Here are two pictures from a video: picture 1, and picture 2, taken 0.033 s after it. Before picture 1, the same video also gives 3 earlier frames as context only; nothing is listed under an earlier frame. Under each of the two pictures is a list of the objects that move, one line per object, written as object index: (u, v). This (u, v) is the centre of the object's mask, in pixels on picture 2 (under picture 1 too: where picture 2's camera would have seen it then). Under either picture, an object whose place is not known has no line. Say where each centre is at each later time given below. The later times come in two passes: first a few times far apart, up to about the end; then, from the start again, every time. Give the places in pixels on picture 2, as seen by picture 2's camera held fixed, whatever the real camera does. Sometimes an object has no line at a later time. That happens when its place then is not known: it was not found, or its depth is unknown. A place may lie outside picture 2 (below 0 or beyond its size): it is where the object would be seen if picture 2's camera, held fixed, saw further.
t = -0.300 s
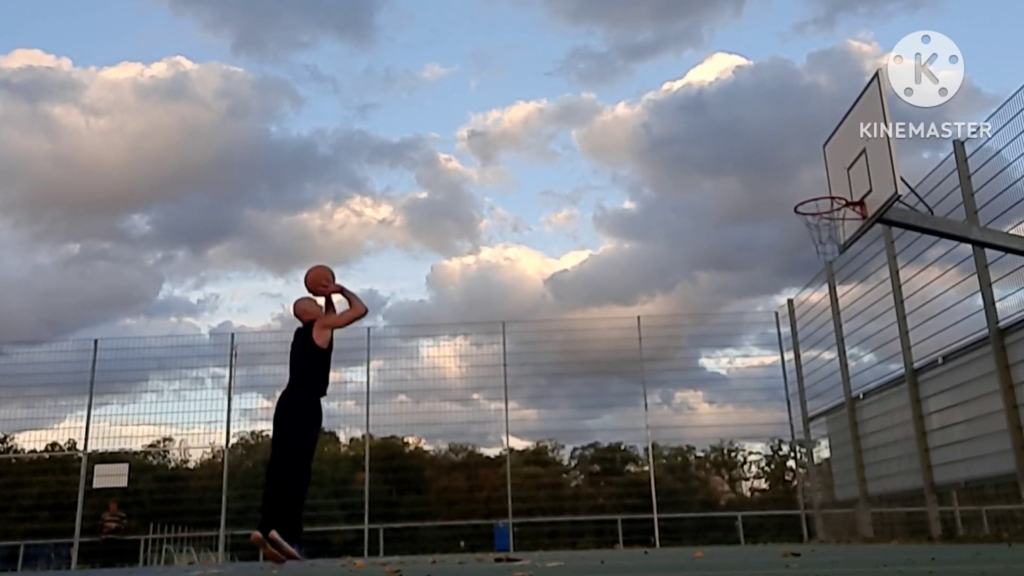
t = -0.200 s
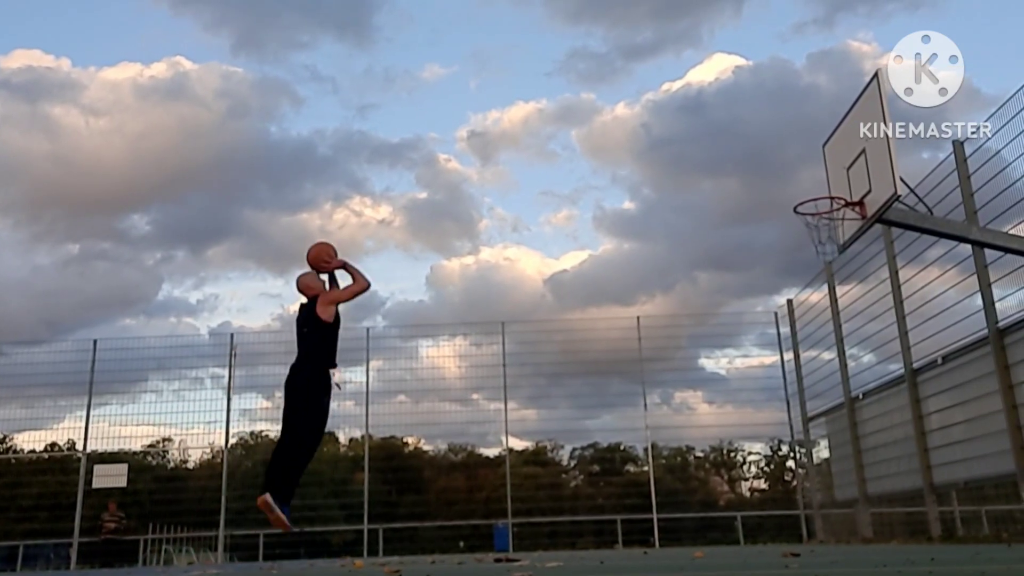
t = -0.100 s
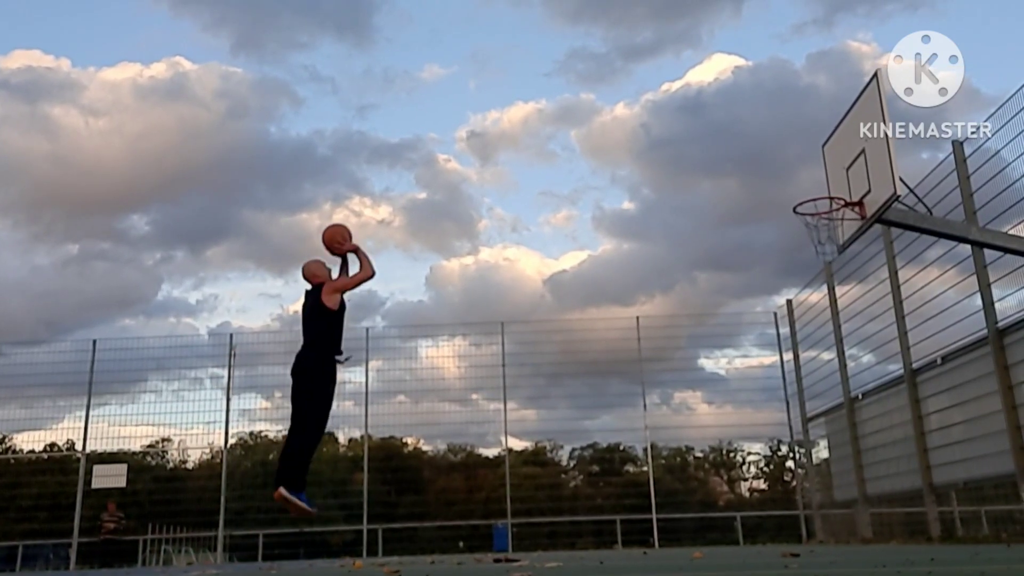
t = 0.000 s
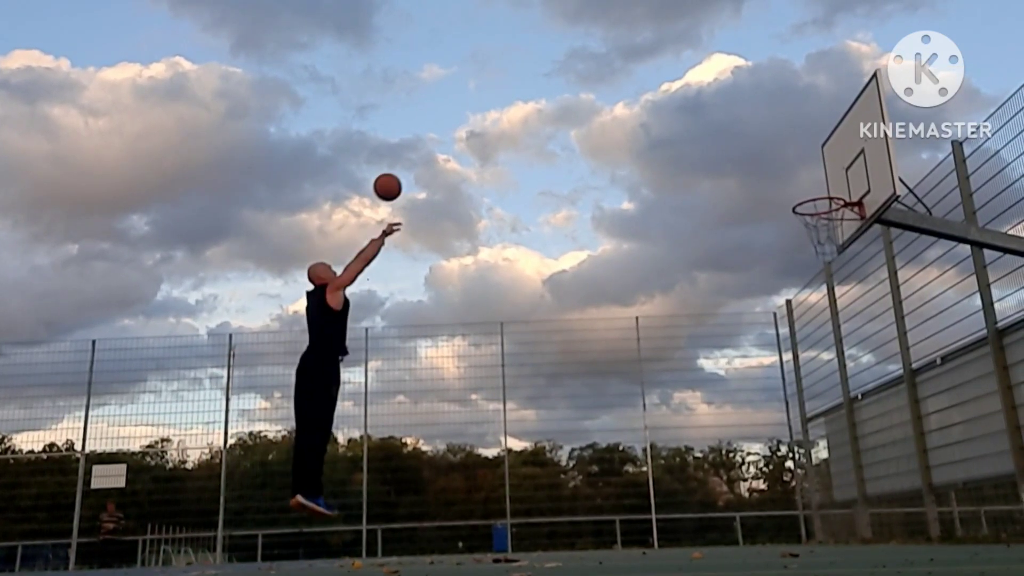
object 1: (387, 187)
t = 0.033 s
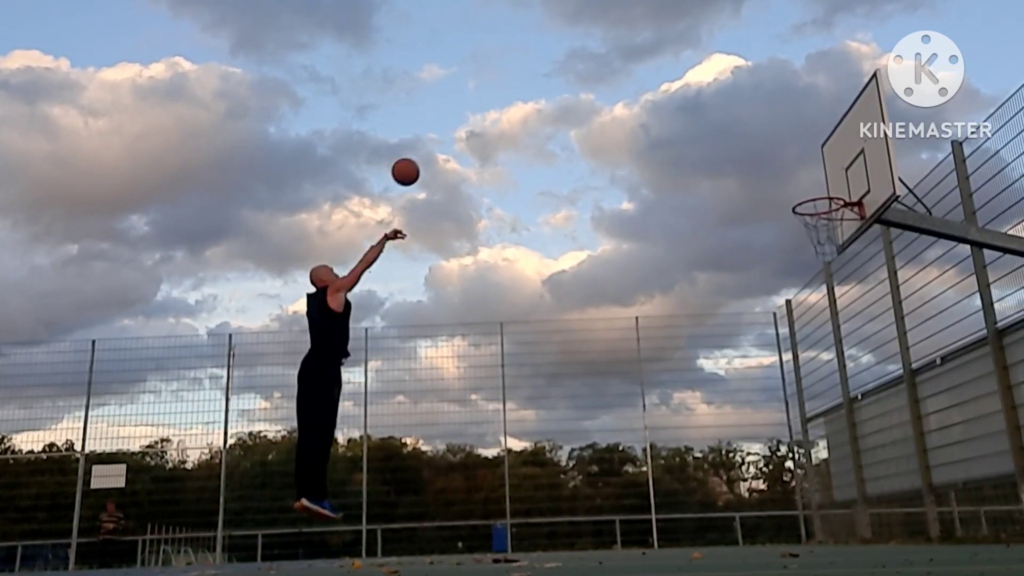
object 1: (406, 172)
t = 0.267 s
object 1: (523, 106)
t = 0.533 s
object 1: (644, 103)
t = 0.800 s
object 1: (761, 167)
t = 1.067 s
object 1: (825, 168)
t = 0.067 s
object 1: (423, 158)
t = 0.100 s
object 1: (441, 146)
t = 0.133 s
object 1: (458, 135)
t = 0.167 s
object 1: (475, 126)
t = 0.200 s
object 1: (490, 118)
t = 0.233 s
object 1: (507, 111)
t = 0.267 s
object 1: (523, 106)
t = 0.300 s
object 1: (539, 102)
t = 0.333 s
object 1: (554, 99)
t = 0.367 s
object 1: (569, 97)
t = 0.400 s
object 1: (584, 96)
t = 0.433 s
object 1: (599, 96)
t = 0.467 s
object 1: (614, 97)
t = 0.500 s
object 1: (629, 100)
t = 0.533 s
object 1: (644, 103)
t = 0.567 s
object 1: (658, 108)
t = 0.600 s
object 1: (673, 113)
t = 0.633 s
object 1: (688, 120)
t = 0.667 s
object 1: (702, 127)
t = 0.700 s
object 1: (717, 136)
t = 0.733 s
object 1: (732, 145)
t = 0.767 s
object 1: (746, 156)
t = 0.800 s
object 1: (761, 167)
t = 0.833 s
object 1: (776, 180)
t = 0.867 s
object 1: (791, 194)
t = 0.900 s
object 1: (798, 191)
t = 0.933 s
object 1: (803, 184)
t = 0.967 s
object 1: (808, 178)
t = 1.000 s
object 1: (814, 174)
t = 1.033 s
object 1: (820, 170)
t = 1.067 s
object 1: (825, 168)
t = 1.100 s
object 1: (831, 166)
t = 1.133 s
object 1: (838, 166)
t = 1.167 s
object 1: (831, 164)
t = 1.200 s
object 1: (825, 164)
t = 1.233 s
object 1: (818, 164)
